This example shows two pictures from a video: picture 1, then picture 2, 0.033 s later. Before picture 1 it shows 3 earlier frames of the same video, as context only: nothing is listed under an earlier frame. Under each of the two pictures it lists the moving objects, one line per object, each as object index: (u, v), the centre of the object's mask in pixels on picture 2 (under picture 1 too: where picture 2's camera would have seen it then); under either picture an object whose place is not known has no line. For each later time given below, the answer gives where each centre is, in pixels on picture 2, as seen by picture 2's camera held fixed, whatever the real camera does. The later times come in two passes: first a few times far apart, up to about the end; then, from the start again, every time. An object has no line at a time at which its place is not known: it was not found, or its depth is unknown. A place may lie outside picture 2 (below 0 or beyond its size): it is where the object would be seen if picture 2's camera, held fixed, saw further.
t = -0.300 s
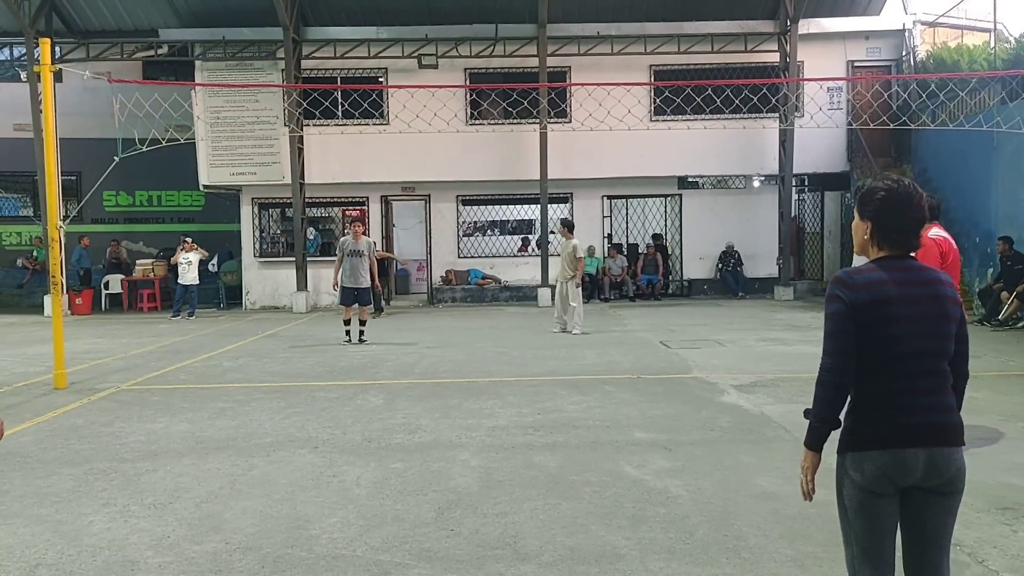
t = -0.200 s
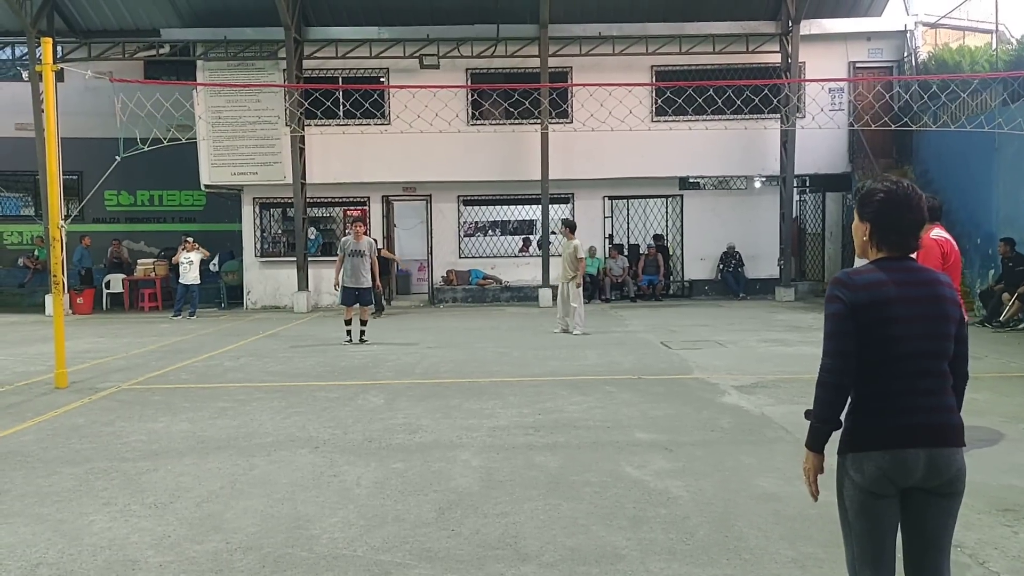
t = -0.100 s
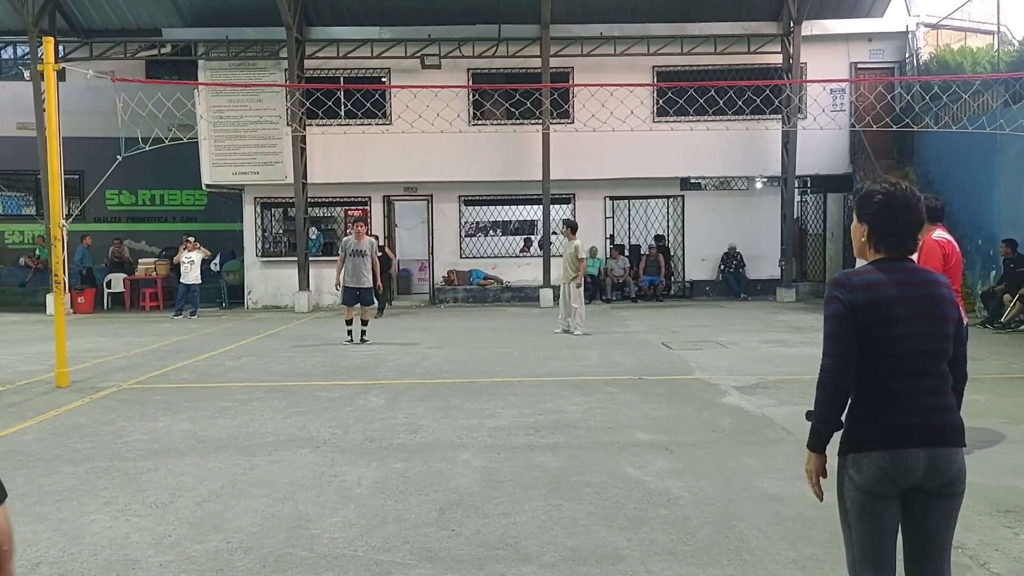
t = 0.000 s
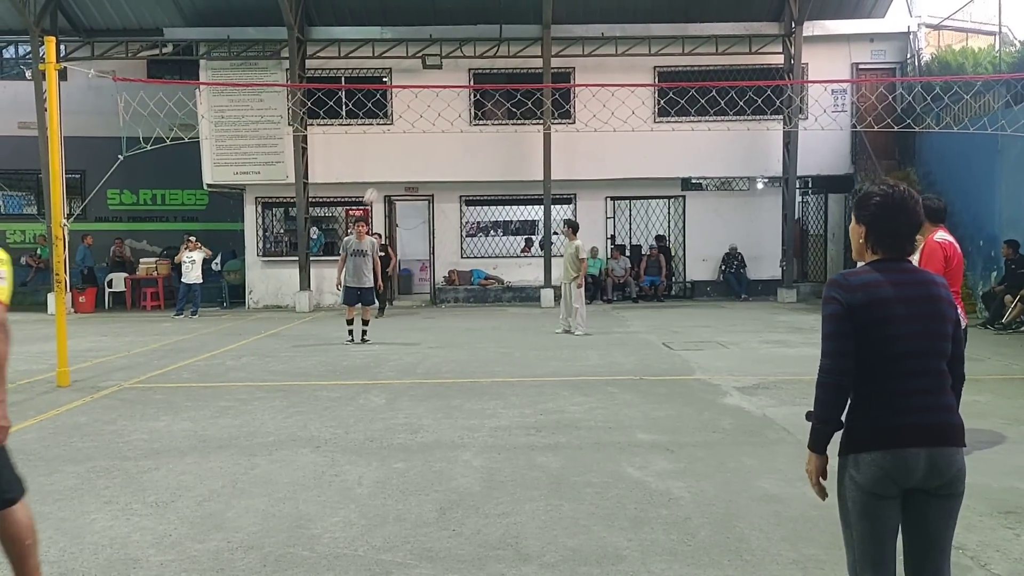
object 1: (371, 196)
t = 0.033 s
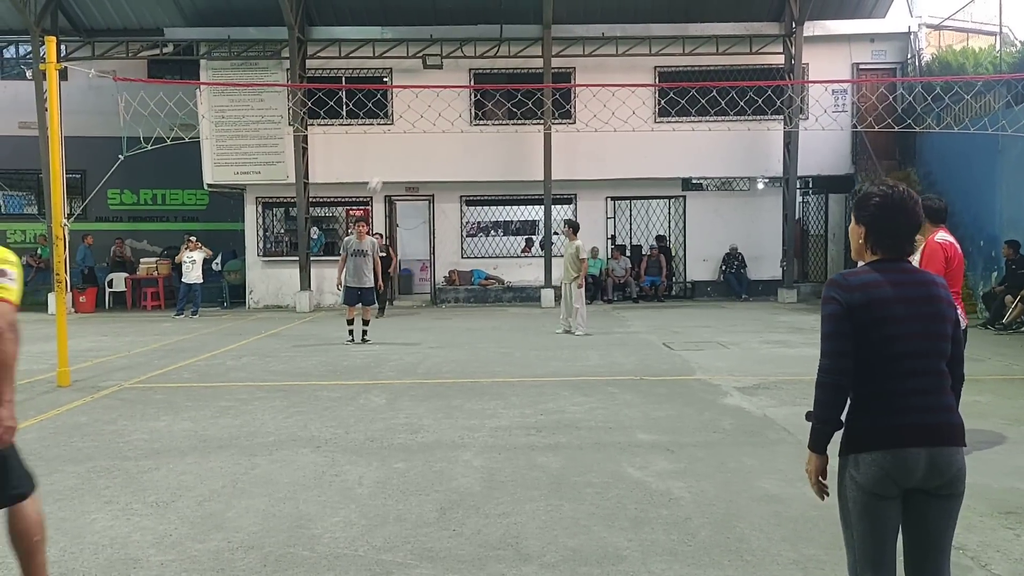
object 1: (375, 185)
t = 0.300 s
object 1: (410, 101)
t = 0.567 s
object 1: (457, 46)
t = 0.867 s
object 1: (531, 39)
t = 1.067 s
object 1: (602, 92)
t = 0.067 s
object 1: (379, 172)
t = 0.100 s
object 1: (384, 161)
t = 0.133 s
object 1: (387, 150)
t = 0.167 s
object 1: (392, 140)
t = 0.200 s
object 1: (396, 130)
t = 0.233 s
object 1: (401, 120)
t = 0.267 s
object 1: (405, 111)
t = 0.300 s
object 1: (410, 101)
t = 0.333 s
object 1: (415, 95)
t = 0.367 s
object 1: (420, 83)
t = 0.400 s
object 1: (425, 75)
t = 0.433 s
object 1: (431, 68)
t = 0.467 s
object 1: (437, 62)
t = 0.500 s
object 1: (443, 57)
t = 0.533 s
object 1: (450, 51)
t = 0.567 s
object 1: (457, 46)
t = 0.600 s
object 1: (464, 42)
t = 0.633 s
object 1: (470, 38)
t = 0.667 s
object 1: (478, 35)
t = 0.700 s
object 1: (486, 34)
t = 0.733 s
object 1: (494, 33)
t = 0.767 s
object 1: (503, 33)
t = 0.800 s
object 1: (512, 34)
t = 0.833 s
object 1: (522, 35)
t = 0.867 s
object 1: (531, 39)
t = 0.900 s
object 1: (542, 44)
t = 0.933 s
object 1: (553, 50)
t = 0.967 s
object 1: (564, 58)
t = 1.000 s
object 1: (576, 67)
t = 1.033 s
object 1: (589, 78)
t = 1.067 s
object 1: (602, 92)
